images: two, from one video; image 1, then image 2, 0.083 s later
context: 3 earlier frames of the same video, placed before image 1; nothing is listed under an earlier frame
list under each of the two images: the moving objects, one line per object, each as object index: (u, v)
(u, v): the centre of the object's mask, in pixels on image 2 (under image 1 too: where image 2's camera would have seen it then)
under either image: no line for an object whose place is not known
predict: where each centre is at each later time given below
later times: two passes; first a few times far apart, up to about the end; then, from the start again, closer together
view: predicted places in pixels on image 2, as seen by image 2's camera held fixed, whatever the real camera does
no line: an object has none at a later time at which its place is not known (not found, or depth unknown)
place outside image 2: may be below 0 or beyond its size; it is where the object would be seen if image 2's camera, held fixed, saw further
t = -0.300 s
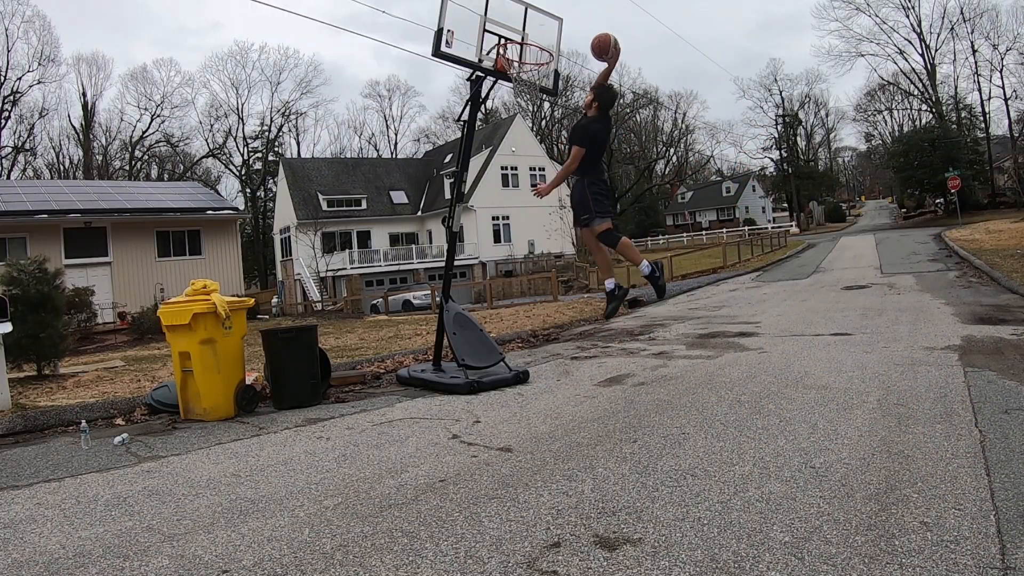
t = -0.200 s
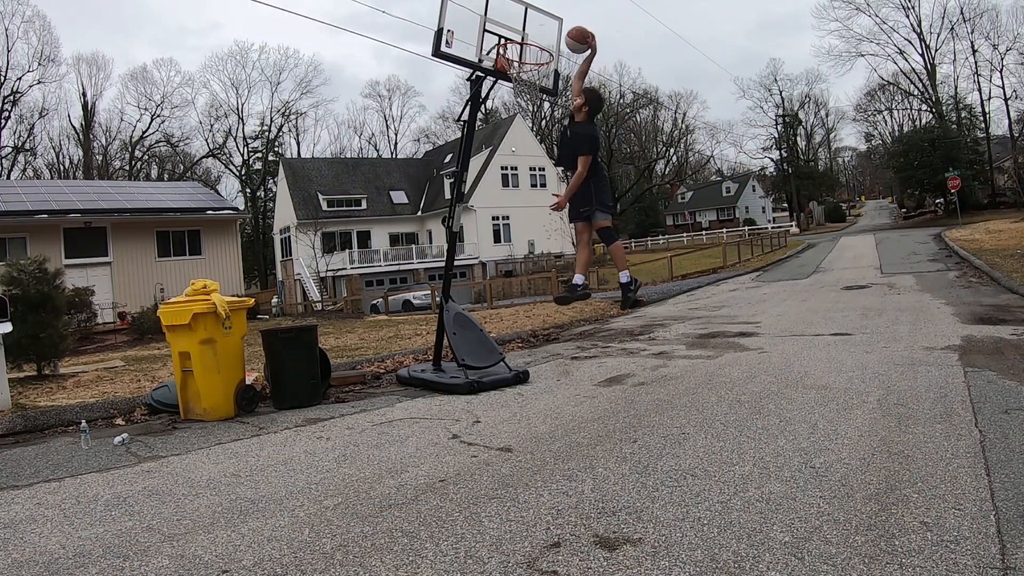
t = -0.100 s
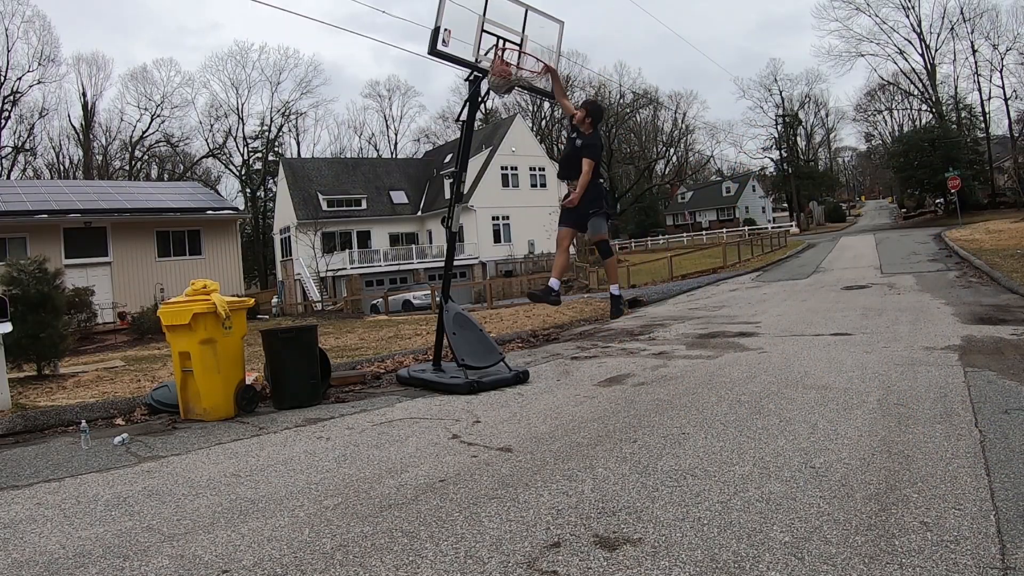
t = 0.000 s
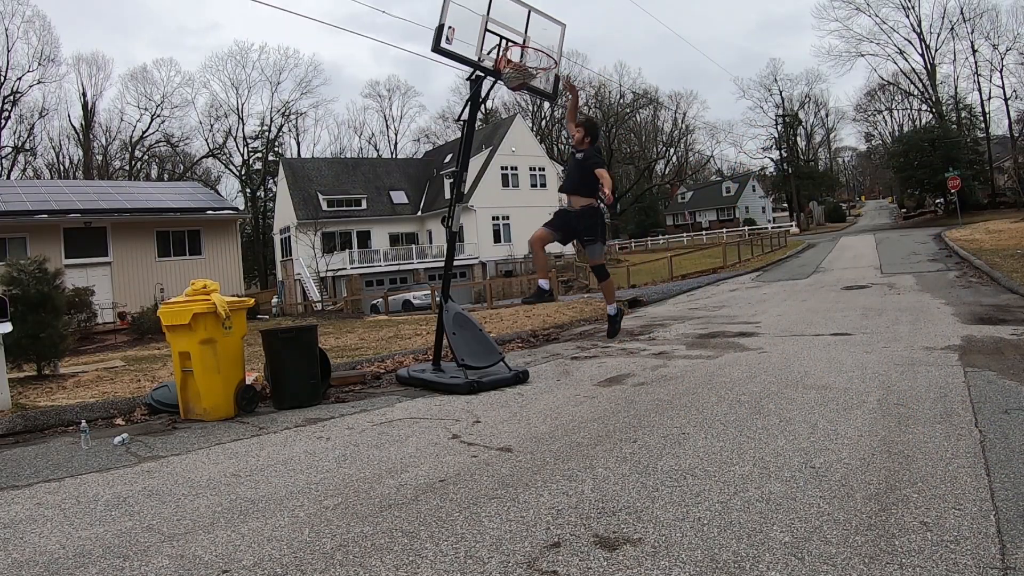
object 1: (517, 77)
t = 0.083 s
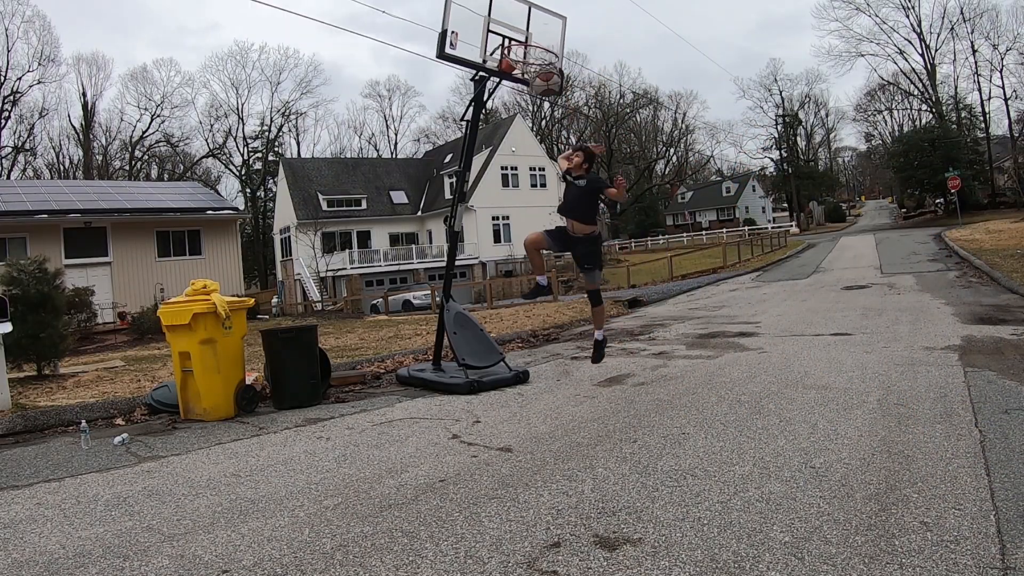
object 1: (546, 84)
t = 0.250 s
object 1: (598, 117)
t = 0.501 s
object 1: (680, 233)
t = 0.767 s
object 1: (753, 331)
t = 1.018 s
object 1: (787, 212)
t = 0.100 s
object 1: (550, 84)
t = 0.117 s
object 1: (556, 87)
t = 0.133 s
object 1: (561, 90)
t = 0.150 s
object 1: (566, 92)
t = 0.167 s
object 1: (571, 96)
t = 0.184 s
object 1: (577, 99)
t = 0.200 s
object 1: (582, 103)
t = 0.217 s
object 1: (587, 107)
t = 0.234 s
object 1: (593, 112)
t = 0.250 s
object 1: (598, 117)
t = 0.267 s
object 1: (604, 122)
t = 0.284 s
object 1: (609, 127)
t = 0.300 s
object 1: (615, 133)
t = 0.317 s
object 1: (620, 140)
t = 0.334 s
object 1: (625, 147)
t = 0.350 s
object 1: (631, 154)
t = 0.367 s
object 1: (636, 161)
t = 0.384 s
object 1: (642, 168)
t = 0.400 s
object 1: (647, 177)
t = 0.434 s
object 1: (658, 194)
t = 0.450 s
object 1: (664, 203)
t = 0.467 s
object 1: (669, 213)
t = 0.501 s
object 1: (680, 233)
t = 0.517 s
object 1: (686, 244)
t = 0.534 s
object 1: (691, 254)
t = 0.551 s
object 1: (697, 265)
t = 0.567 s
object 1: (702, 277)
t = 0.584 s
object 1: (708, 288)
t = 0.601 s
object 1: (713, 300)
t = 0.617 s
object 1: (719, 313)
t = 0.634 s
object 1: (724, 325)
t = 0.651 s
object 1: (728, 338)
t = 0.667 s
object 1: (734, 351)
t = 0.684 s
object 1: (739, 364)
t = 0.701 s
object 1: (743, 374)
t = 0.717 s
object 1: (746, 363)
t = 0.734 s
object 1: (748, 352)
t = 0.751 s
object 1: (751, 341)
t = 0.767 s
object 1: (753, 331)
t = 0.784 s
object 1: (755, 321)
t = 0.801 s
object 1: (757, 311)
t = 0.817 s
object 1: (760, 301)
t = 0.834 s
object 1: (762, 292)
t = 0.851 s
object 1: (764, 284)
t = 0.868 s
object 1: (766, 275)
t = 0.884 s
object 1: (769, 266)
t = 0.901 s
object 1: (771, 259)
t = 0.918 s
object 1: (773, 251)
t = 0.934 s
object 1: (775, 244)
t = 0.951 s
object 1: (778, 237)
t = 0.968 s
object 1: (780, 230)
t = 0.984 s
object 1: (782, 225)
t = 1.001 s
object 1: (785, 219)
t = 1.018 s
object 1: (787, 212)
